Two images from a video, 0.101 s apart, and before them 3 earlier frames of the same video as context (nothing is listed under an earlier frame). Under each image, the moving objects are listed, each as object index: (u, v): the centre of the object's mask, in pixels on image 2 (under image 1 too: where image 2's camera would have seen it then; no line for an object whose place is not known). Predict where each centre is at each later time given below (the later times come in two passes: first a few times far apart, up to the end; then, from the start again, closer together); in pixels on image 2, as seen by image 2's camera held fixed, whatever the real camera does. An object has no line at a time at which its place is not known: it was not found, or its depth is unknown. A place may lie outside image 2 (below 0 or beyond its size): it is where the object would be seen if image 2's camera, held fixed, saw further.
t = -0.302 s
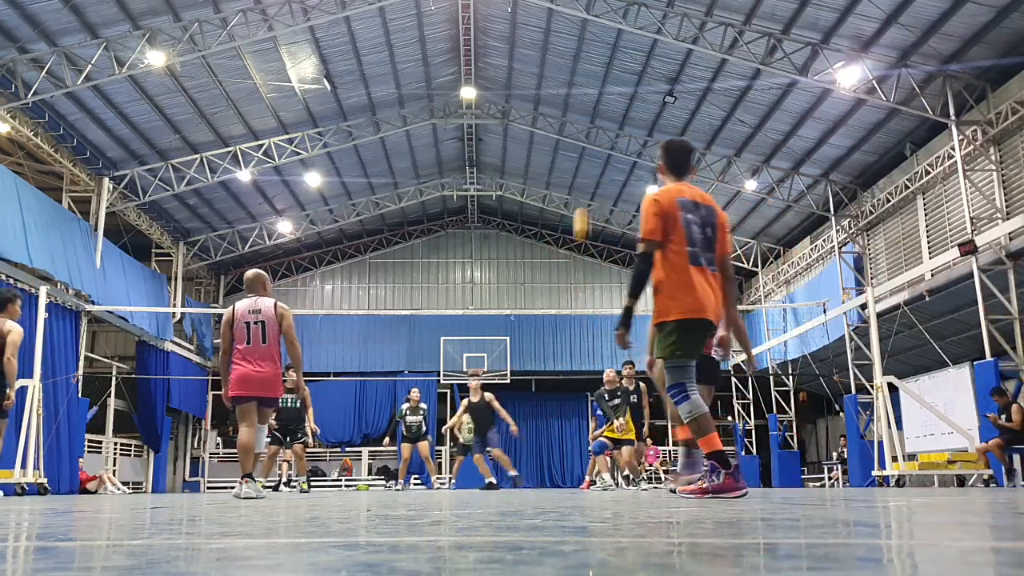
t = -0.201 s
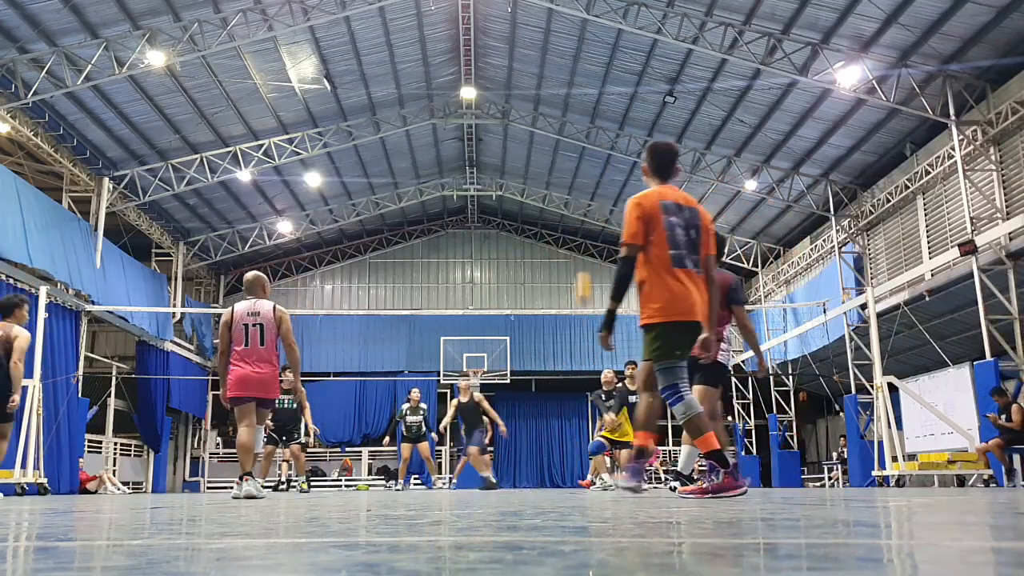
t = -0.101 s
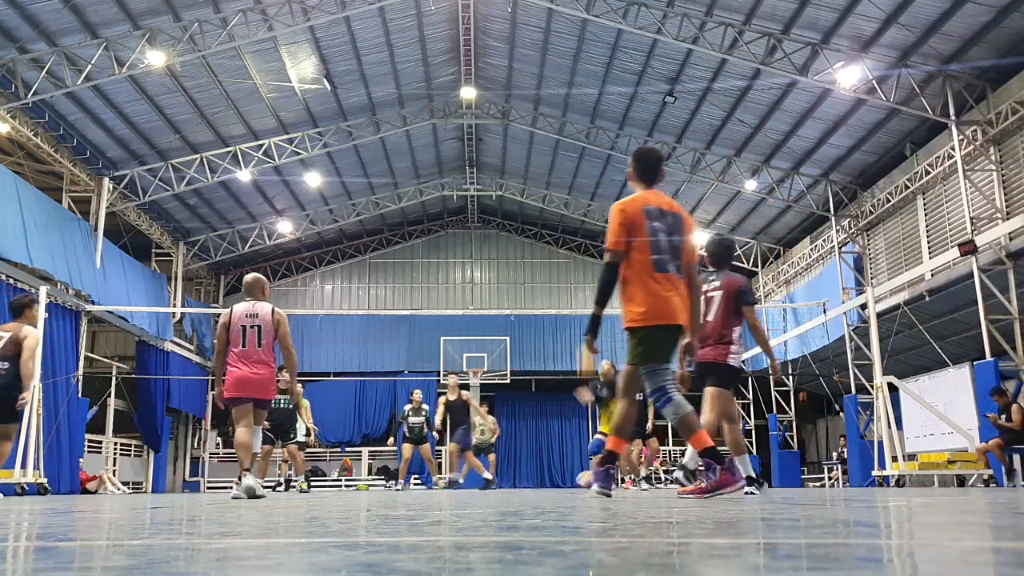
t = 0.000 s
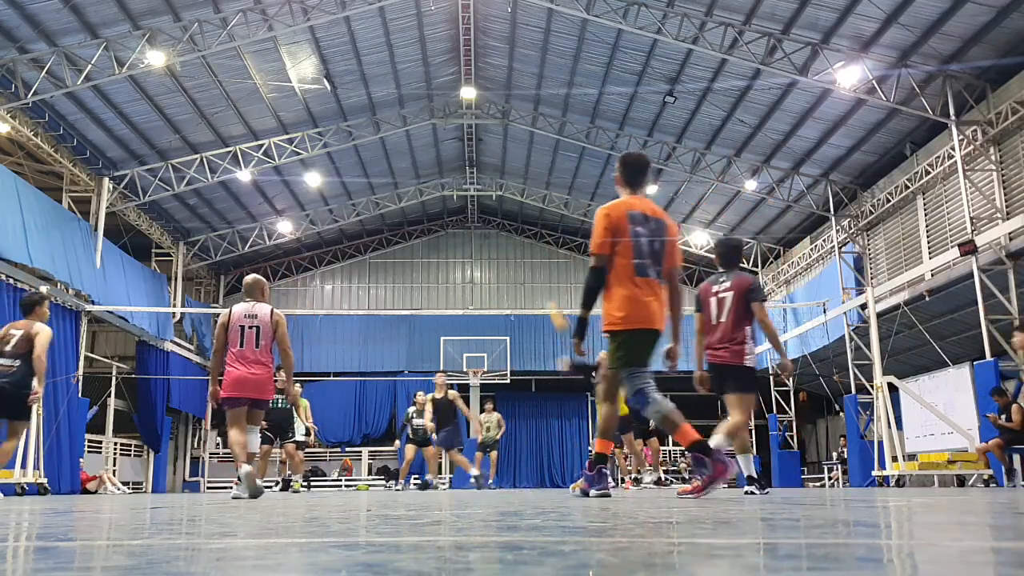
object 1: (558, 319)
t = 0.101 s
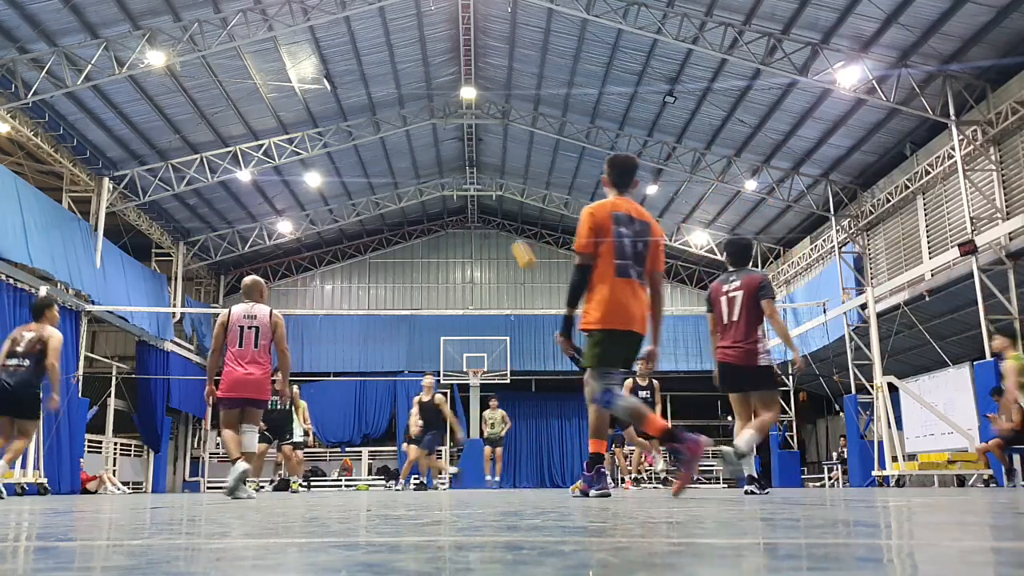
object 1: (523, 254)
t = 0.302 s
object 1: (460, 161)
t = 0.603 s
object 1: (370, 93)
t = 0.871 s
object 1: (286, 95)
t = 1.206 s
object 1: (185, 181)
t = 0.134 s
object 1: (512, 237)
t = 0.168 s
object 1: (502, 220)
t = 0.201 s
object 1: (492, 204)
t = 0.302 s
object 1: (460, 161)
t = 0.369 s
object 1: (439, 140)
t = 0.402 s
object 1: (430, 130)
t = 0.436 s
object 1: (419, 121)
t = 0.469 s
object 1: (409, 114)
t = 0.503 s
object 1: (399, 108)
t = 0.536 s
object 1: (389, 102)
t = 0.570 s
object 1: (380, 97)
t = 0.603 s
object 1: (370, 93)
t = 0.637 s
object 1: (360, 89)
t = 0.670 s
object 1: (349, 87)
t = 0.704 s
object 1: (339, 86)
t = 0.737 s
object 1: (329, 85)
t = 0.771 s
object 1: (318, 85)
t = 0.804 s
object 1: (307, 89)
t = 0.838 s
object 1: (297, 92)
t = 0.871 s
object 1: (286, 95)
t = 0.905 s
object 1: (278, 99)
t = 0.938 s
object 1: (268, 104)
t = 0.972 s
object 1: (258, 111)
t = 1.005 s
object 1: (248, 117)
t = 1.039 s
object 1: (237, 126)
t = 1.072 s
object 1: (228, 134)
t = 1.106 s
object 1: (217, 144)
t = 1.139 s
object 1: (206, 156)
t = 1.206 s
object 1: (185, 181)
